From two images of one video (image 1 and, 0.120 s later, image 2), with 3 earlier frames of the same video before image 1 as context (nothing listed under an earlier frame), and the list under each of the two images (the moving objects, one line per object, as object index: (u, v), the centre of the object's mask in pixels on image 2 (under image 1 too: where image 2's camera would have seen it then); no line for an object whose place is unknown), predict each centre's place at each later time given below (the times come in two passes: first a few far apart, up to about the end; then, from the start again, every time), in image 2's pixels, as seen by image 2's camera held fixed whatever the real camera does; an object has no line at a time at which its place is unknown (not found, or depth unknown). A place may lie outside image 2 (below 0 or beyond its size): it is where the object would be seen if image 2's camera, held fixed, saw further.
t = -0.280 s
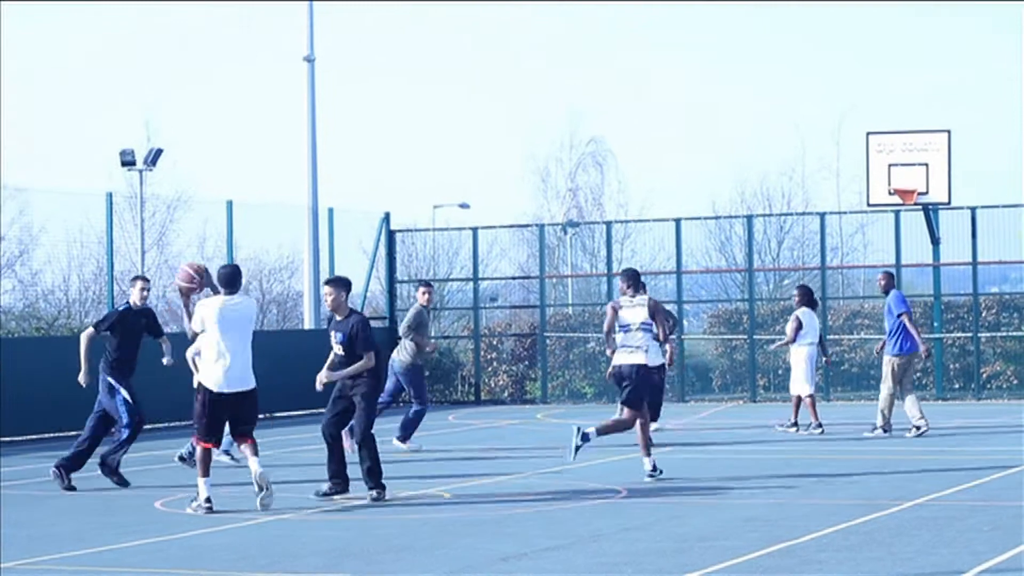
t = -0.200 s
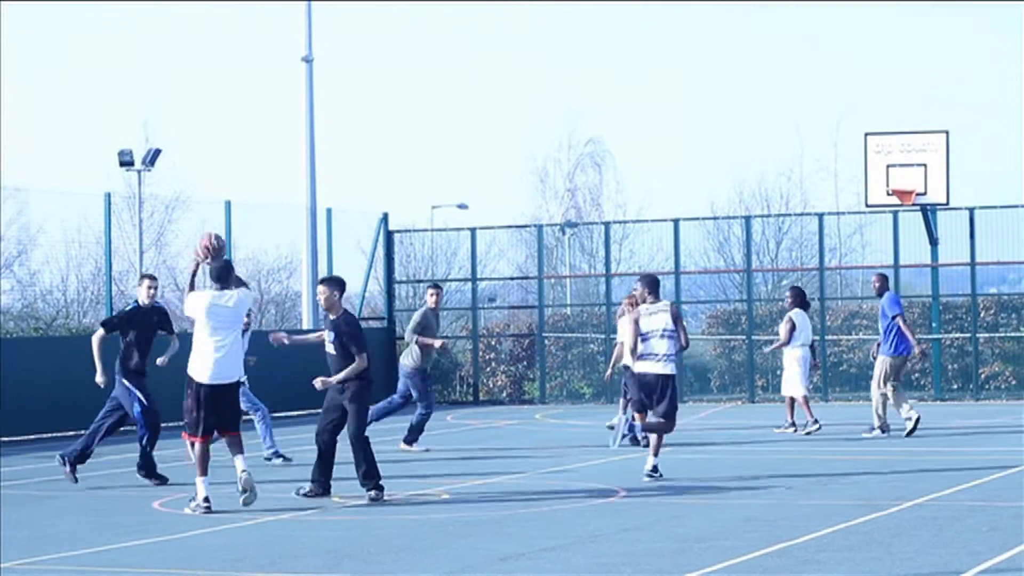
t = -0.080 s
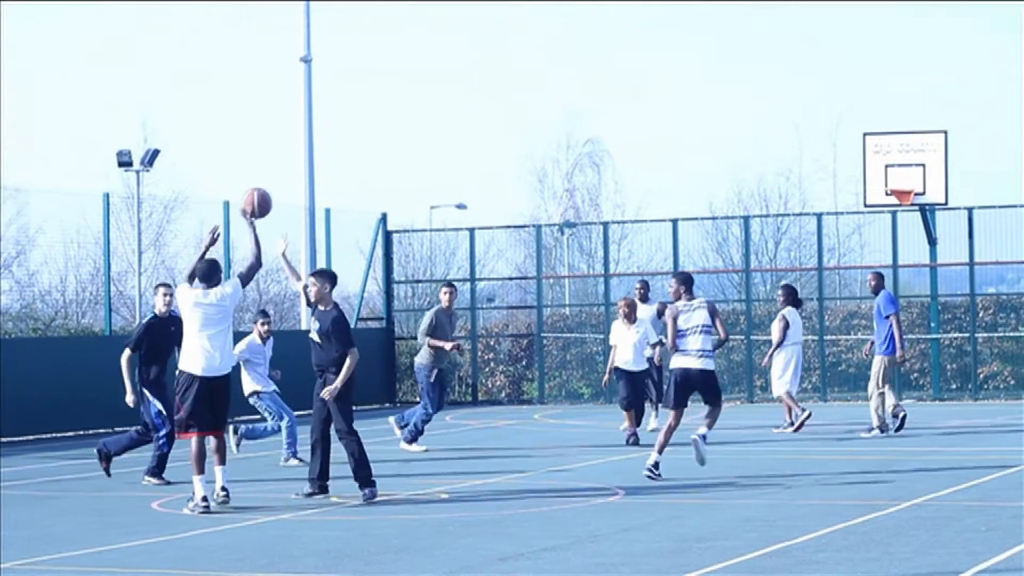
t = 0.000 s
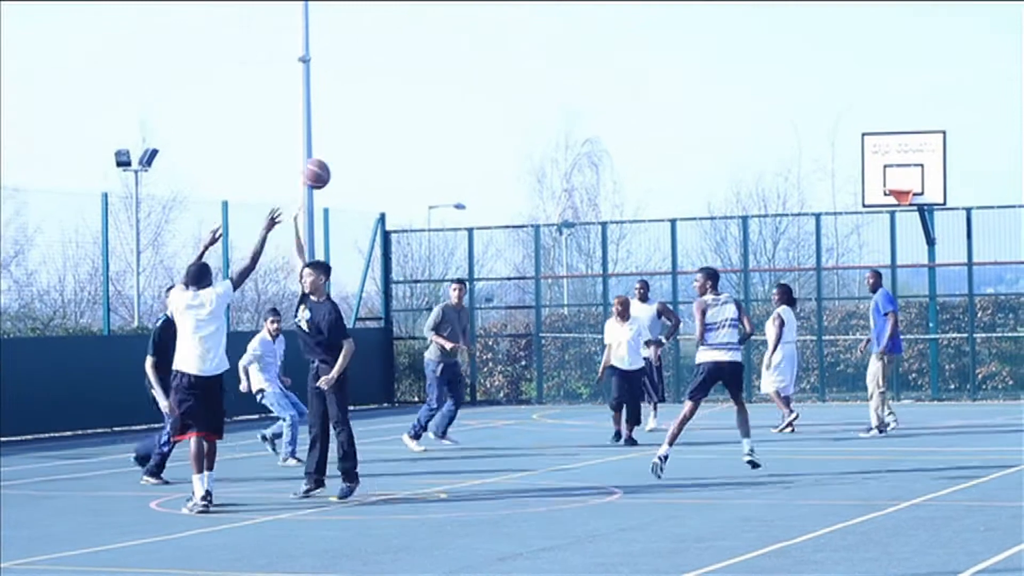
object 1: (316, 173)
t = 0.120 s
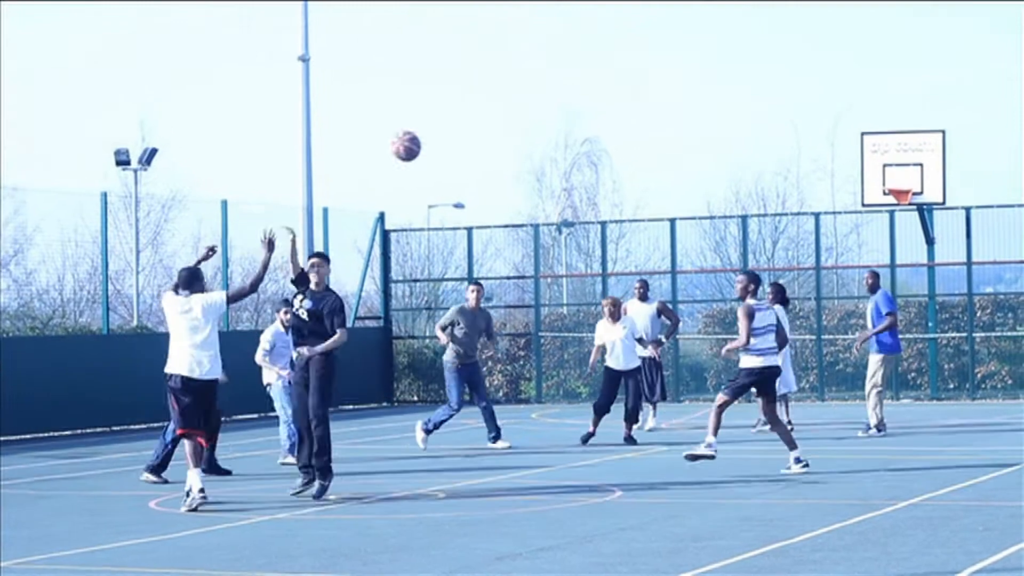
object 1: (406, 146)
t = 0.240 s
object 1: (496, 137)
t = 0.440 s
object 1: (639, 162)
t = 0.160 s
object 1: (436, 141)
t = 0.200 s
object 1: (466, 138)
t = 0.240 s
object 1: (496, 137)
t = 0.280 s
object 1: (525, 139)
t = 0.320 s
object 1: (553, 141)
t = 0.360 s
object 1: (582, 146)
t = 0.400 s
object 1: (610, 153)
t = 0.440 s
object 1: (639, 162)
